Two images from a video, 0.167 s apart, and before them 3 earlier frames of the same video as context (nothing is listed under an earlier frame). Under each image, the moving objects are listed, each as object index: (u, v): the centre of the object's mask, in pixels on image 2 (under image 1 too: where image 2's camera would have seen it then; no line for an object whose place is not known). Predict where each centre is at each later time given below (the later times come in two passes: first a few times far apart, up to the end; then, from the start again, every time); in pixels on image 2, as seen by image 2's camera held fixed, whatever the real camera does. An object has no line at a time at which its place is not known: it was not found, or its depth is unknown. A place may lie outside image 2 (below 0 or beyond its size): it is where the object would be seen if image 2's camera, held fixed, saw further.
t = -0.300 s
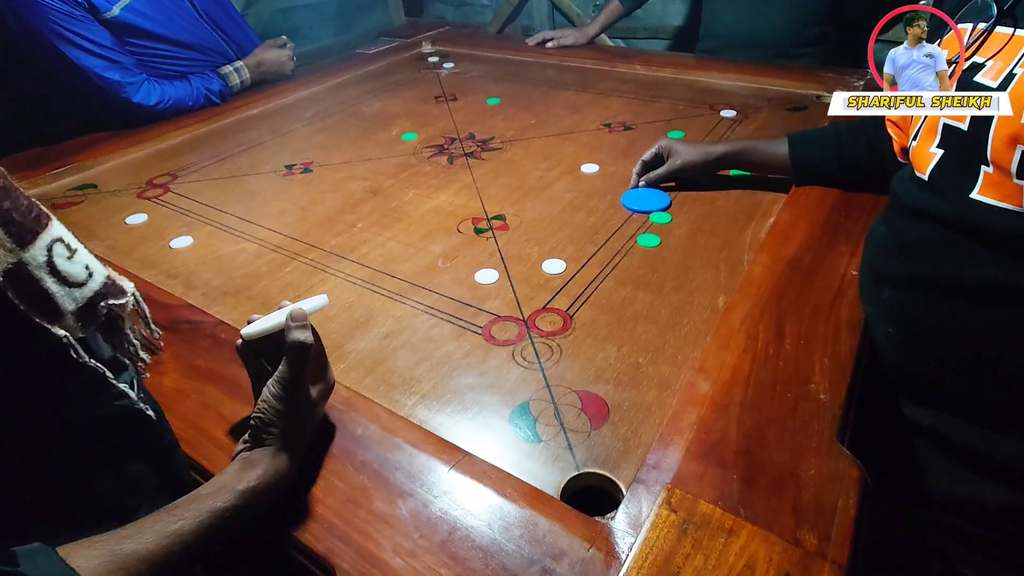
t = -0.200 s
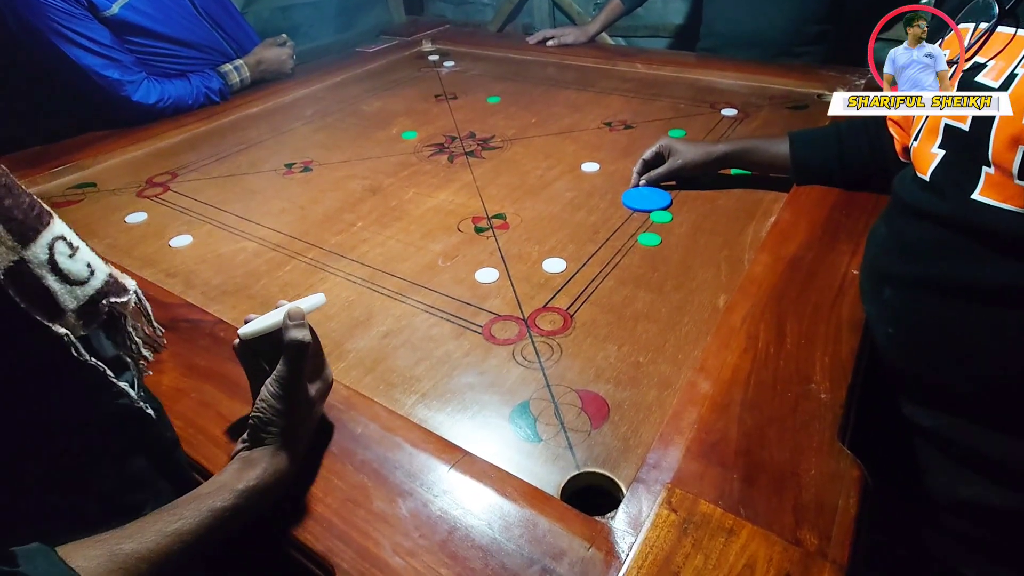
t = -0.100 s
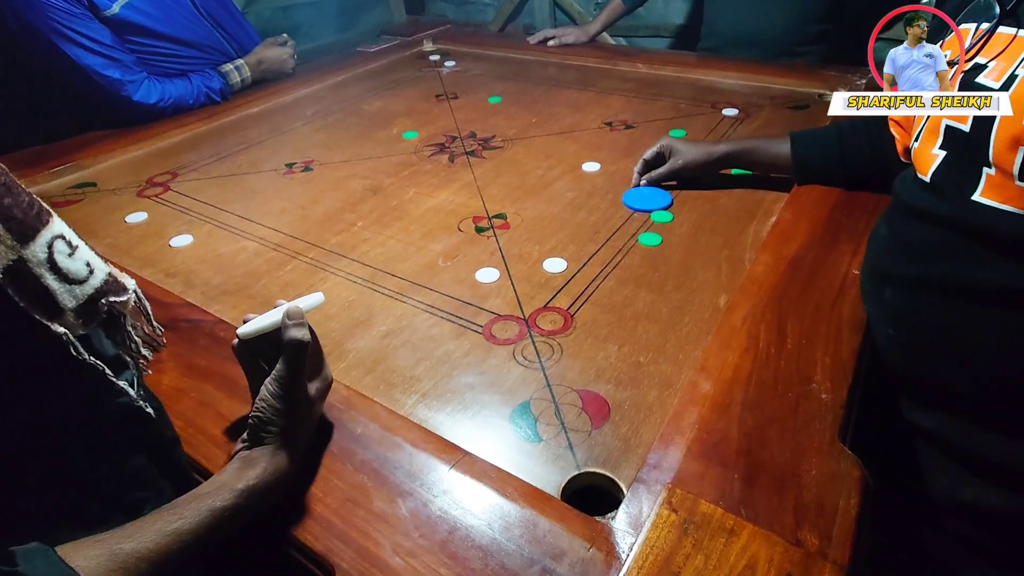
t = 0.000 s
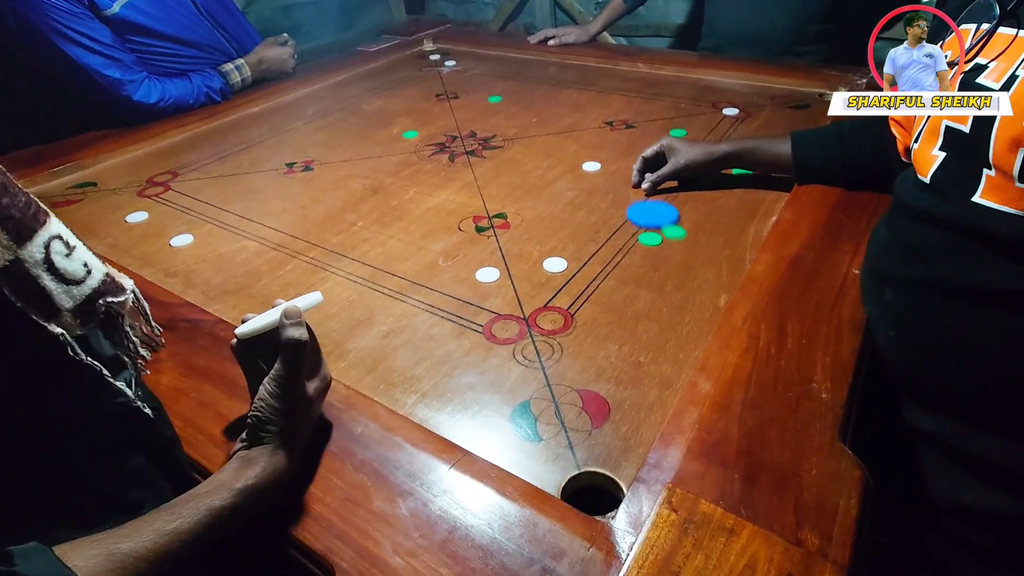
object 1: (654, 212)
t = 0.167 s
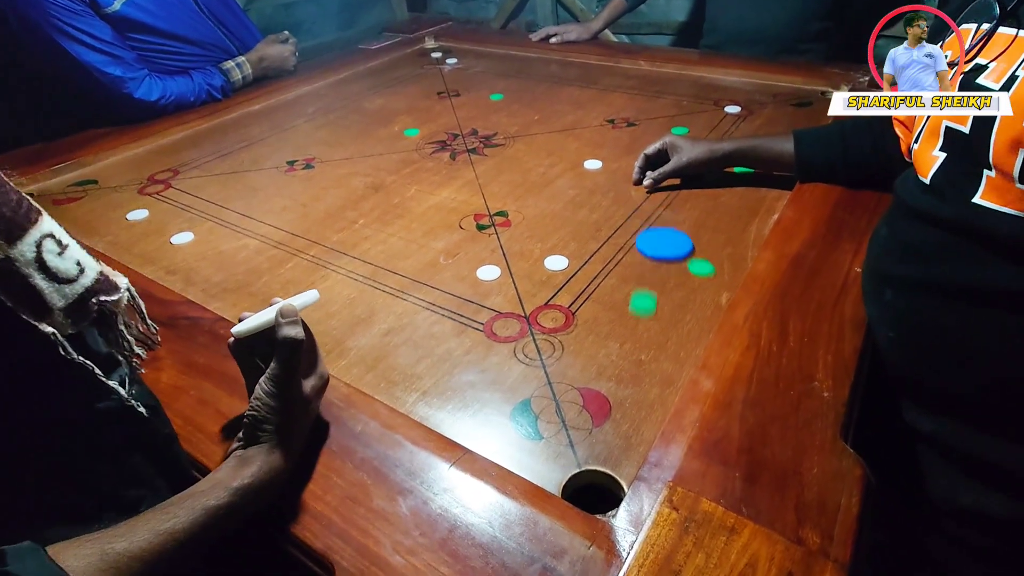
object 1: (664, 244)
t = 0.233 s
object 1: (668, 257)
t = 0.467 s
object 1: (672, 304)
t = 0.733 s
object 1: (659, 353)
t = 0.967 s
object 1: (639, 394)
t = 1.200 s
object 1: (613, 434)
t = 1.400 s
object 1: (590, 466)
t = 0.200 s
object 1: (666, 251)
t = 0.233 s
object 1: (668, 257)
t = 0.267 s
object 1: (669, 264)
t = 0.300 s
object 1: (671, 271)
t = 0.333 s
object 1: (672, 278)
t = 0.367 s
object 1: (673, 285)
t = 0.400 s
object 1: (674, 292)
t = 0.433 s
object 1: (673, 298)
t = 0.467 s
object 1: (672, 304)
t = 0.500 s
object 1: (672, 311)
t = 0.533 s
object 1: (670, 317)
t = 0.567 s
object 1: (669, 323)
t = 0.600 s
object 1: (667, 329)
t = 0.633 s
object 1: (665, 335)
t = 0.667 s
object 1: (664, 341)
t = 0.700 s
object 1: (662, 347)
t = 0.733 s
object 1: (659, 353)
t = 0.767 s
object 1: (656, 359)
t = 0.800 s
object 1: (654, 365)
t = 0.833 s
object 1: (651, 371)
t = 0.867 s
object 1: (648, 377)
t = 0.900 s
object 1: (645, 383)
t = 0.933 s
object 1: (642, 388)
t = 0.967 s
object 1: (639, 394)
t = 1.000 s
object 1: (635, 400)
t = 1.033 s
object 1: (632, 406)
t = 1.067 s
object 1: (628, 411)
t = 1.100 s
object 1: (625, 417)
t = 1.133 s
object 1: (621, 423)
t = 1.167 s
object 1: (617, 428)
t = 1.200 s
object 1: (613, 434)
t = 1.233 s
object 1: (609, 440)
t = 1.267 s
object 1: (605, 446)
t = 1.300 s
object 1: (601, 451)
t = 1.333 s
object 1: (597, 456)
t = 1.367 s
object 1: (593, 461)
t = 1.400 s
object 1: (590, 466)
